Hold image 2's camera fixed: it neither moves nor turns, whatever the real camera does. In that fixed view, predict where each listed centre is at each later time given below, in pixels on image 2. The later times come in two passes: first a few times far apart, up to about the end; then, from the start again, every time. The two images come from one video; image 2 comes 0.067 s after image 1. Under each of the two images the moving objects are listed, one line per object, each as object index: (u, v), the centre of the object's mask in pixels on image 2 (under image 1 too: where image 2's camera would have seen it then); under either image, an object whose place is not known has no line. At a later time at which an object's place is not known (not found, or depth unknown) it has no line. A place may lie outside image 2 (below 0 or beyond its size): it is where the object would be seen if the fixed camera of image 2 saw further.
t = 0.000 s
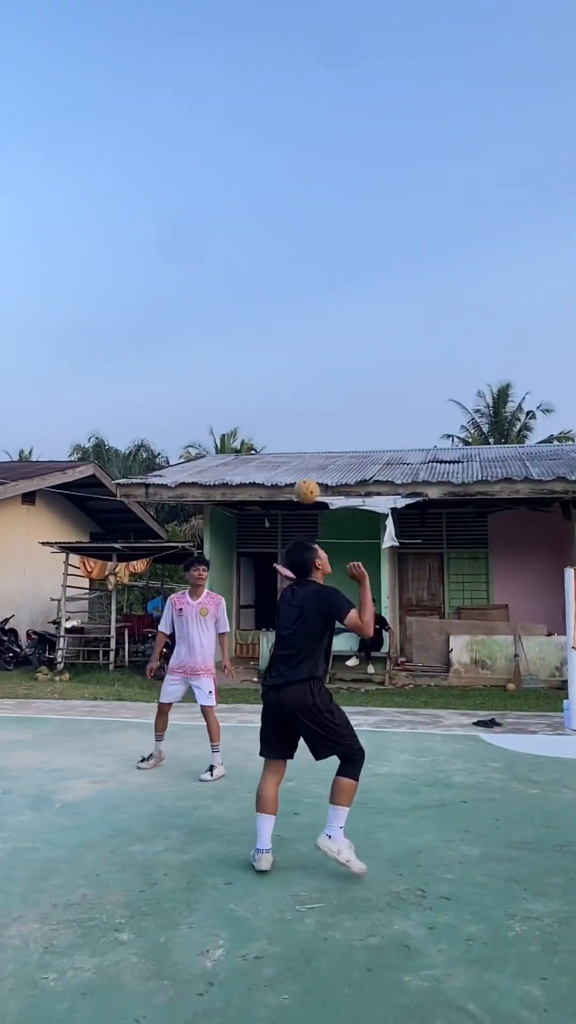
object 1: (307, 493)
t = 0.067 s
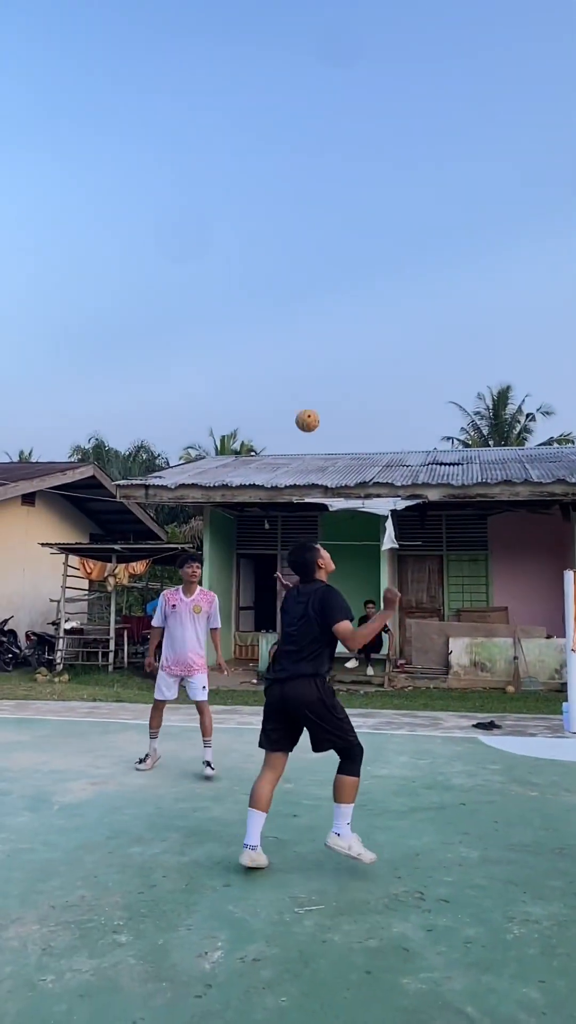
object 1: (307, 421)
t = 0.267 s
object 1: (310, 270)
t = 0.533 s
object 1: (313, 195)
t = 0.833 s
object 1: (312, 245)
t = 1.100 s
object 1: (310, 386)
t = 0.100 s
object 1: (308, 389)
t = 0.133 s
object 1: (308, 360)
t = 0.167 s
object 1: (309, 334)
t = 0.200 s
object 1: (309, 310)
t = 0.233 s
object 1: (310, 289)
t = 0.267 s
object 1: (310, 270)
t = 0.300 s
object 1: (311, 253)
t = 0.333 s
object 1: (312, 239)
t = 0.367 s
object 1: (312, 227)
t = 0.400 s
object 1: (312, 216)
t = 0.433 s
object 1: (312, 208)
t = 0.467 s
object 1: (312, 202)
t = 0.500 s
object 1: (312, 197)
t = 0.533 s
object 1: (313, 195)
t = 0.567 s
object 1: (312, 194)
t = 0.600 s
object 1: (312, 195)
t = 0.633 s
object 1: (312, 198)
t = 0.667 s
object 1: (312, 202)
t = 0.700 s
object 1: (312, 207)
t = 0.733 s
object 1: (312, 214)
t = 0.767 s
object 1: (312, 223)
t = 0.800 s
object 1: (312, 233)
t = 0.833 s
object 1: (312, 245)
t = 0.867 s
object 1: (311, 258)
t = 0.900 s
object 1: (311, 272)
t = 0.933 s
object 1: (312, 288)
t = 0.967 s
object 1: (311, 305)
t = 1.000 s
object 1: (311, 324)
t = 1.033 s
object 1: (311, 343)
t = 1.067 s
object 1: (311, 364)
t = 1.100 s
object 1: (310, 386)
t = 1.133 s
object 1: (310, 409)
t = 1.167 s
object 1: (310, 433)
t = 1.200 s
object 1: (311, 459)
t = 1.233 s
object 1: (310, 485)
